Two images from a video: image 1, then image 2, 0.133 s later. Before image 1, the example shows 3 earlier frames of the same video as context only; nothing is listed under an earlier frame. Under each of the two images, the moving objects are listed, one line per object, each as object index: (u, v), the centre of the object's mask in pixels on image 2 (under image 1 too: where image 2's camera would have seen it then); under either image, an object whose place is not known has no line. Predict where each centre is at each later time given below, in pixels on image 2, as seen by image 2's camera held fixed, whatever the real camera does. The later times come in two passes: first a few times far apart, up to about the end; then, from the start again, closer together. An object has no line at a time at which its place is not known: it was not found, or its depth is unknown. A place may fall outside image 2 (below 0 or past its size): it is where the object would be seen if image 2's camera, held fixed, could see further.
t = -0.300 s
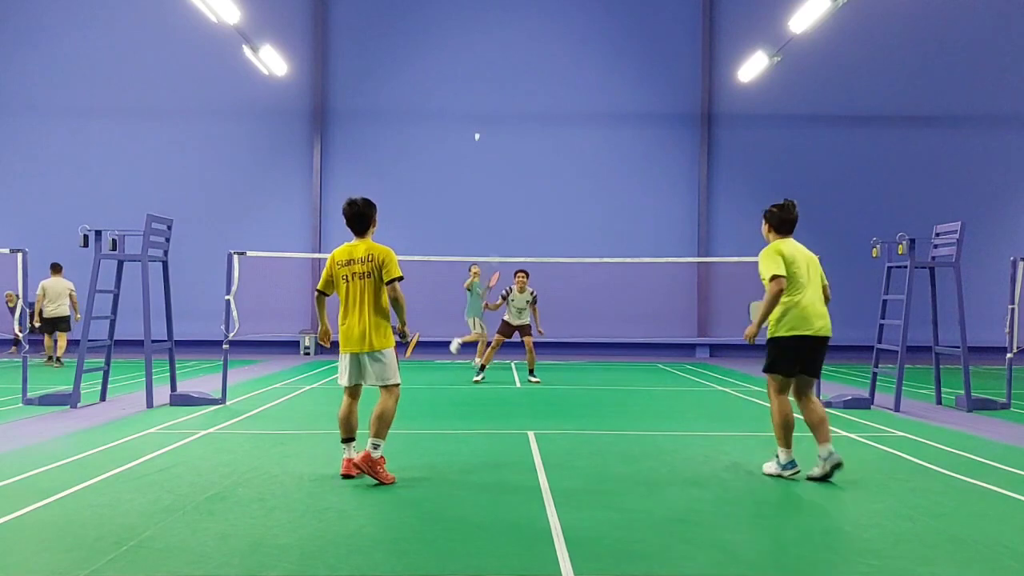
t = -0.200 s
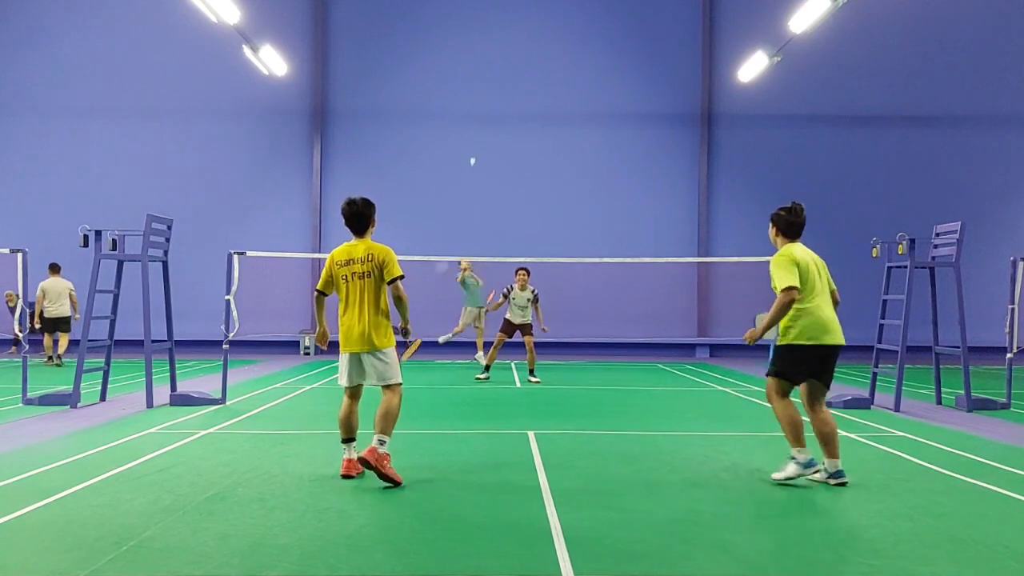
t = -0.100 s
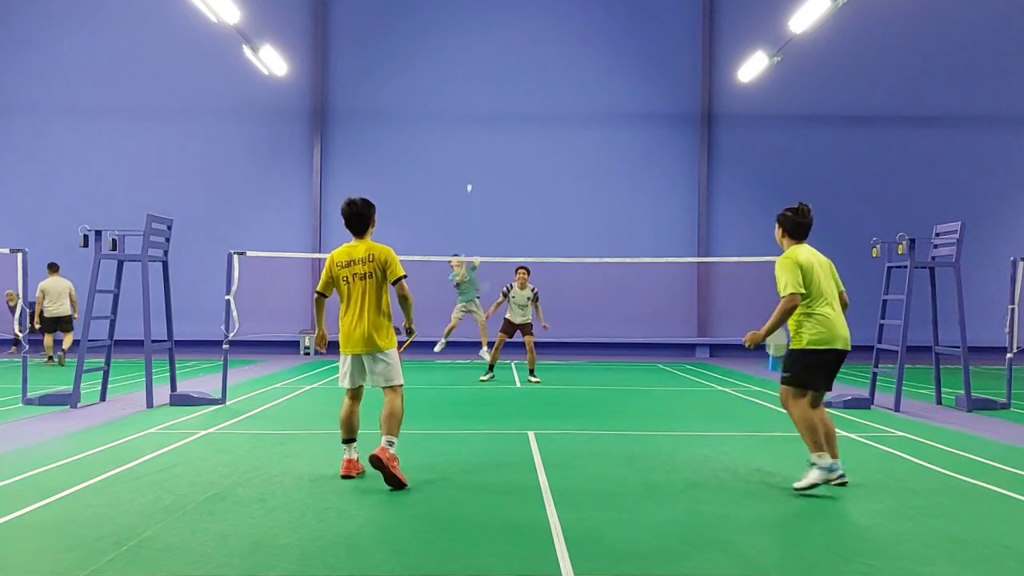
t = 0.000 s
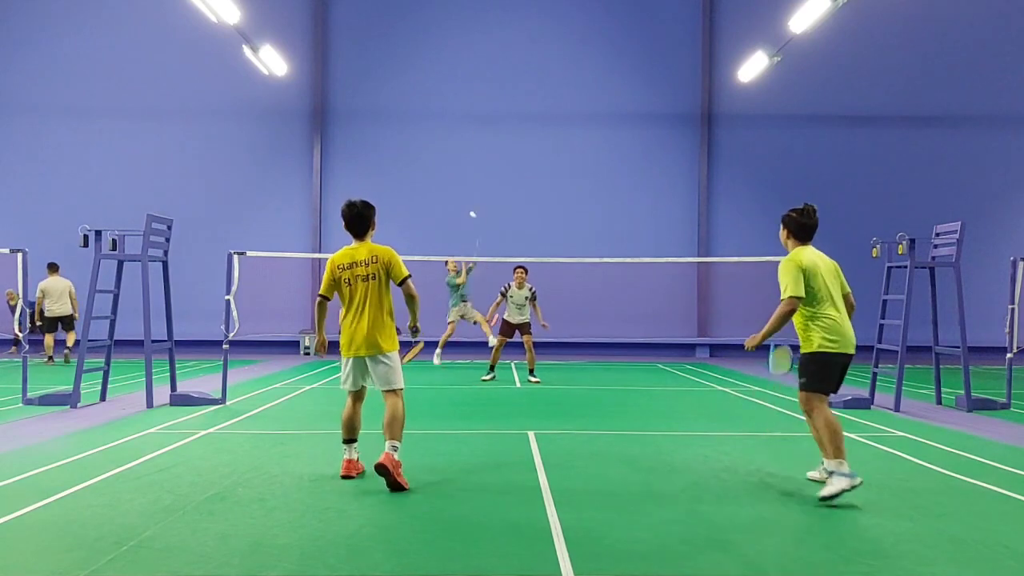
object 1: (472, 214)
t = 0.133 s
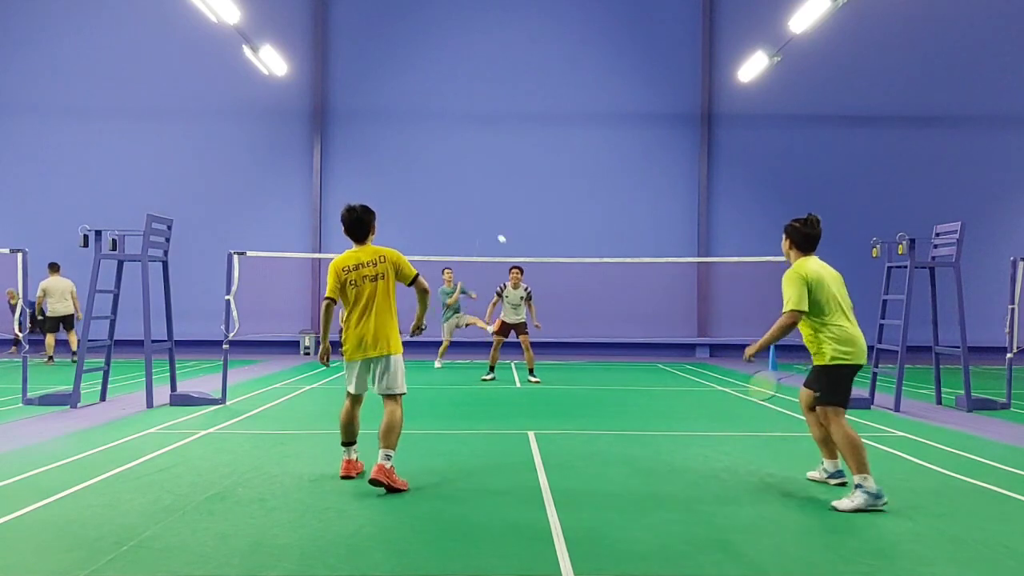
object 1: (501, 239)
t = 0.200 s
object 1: (514, 255)
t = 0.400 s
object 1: (549, 334)
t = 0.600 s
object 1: (582, 476)
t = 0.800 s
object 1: (611, 465)
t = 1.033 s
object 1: (652, 512)
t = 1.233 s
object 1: (675, 517)
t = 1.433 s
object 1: (690, 520)
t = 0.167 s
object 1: (508, 247)
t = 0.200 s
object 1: (514, 255)
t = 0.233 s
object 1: (520, 265)
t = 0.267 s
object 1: (526, 276)
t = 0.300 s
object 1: (532, 288)
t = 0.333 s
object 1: (537, 302)
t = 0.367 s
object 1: (543, 317)
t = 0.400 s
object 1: (549, 334)
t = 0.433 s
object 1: (555, 352)
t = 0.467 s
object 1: (560, 373)
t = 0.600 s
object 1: (582, 476)
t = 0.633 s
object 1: (584, 475)
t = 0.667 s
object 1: (588, 470)
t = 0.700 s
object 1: (594, 466)
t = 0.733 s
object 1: (600, 462)
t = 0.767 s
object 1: (606, 462)
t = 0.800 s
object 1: (611, 465)
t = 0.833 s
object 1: (616, 471)
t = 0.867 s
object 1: (622, 478)
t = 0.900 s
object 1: (628, 486)
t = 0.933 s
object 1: (635, 495)
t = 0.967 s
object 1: (642, 508)
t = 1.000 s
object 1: (648, 513)
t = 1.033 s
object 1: (652, 512)
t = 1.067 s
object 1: (656, 512)
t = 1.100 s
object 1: (660, 516)
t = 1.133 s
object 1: (665, 517)
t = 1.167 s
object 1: (669, 516)
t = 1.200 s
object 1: (671, 516)
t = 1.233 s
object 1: (675, 517)
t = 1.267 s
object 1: (679, 518)
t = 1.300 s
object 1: (682, 519)
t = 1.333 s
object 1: (685, 519)
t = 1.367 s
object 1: (687, 520)
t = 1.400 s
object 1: (688, 520)
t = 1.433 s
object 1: (690, 520)
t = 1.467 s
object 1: (691, 521)
